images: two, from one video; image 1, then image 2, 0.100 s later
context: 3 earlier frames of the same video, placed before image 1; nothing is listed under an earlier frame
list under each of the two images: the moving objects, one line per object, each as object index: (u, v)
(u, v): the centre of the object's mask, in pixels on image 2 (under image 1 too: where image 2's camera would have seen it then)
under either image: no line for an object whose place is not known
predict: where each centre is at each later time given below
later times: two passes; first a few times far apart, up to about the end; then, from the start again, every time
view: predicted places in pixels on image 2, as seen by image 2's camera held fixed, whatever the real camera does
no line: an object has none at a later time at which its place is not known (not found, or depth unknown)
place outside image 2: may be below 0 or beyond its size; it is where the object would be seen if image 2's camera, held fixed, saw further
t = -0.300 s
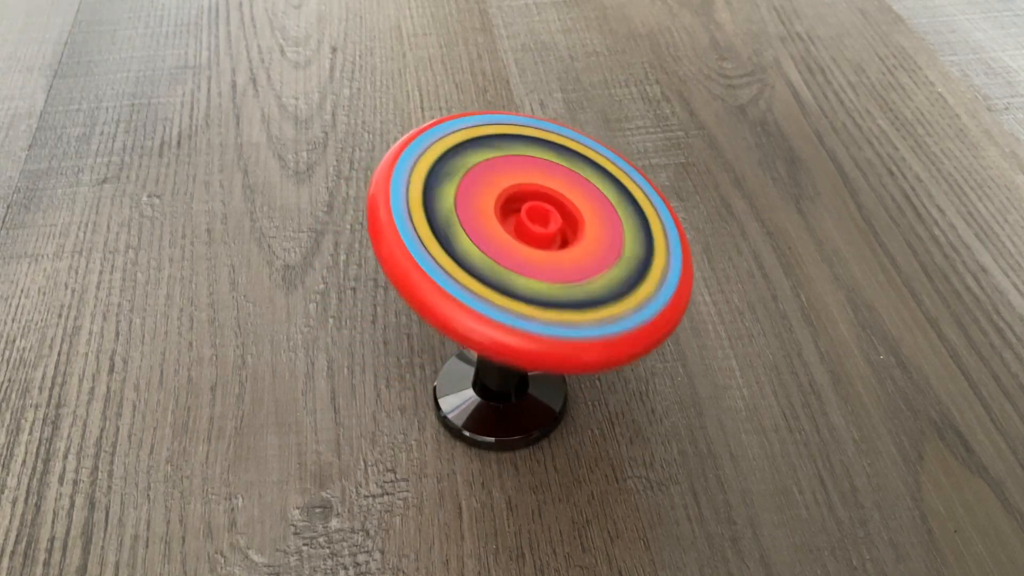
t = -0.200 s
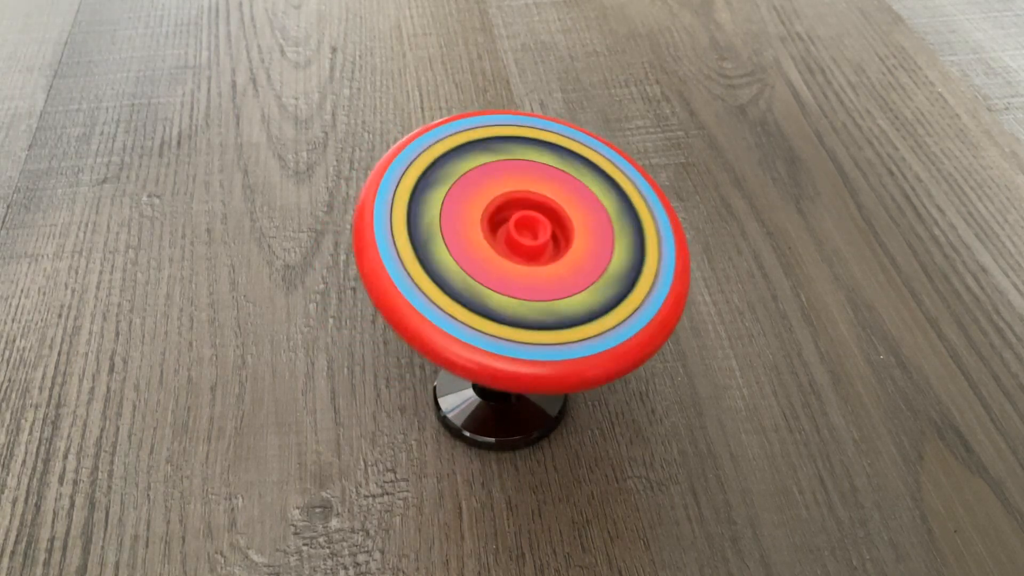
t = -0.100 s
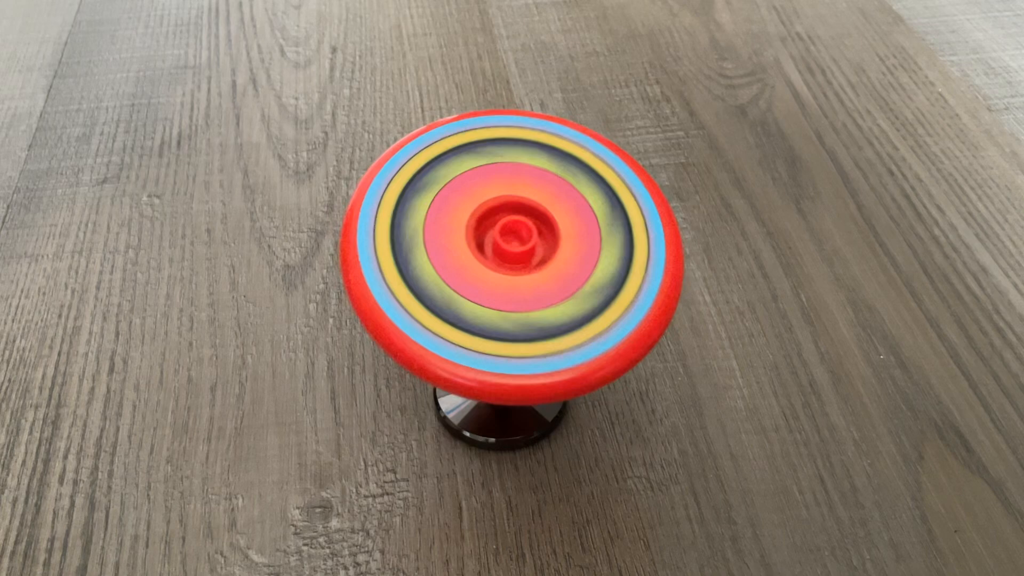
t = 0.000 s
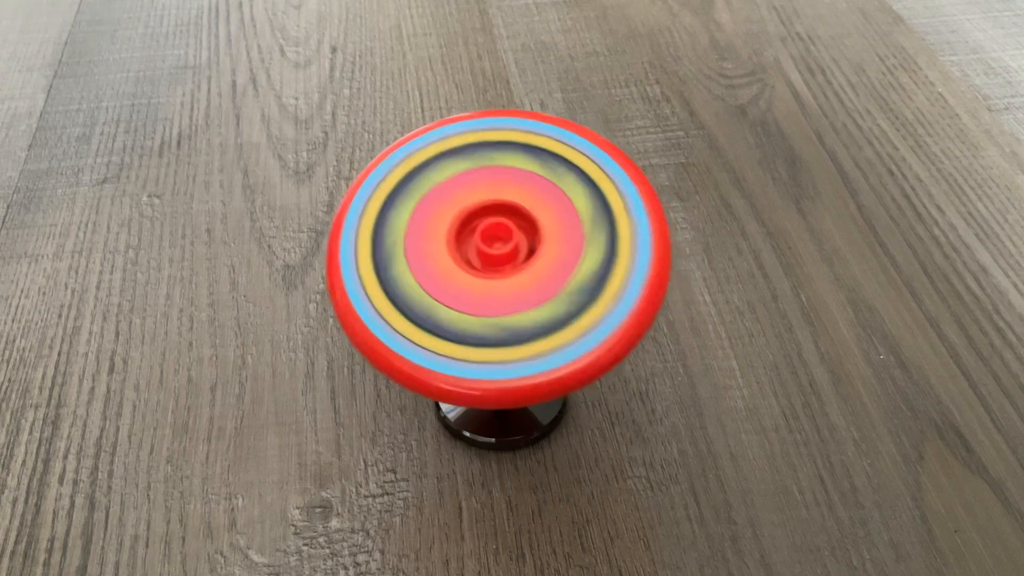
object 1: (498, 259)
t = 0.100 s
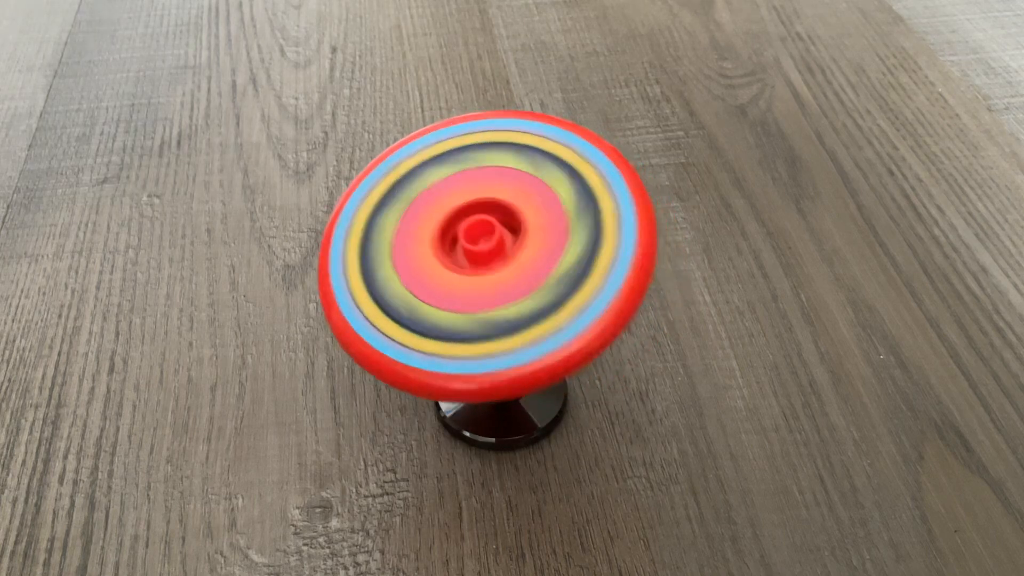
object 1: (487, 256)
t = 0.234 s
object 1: (474, 247)
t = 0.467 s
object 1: (476, 224)
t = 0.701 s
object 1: (504, 216)
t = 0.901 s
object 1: (527, 228)
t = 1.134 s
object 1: (522, 254)
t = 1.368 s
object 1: (490, 258)
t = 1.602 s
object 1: (468, 235)
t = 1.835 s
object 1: (489, 216)
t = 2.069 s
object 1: (523, 224)
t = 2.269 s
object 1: (528, 249)
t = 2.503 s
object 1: (493, 259)
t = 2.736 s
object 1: (470, 236)
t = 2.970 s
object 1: (497, 215)
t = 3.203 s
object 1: (530, 231)
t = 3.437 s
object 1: (509, 261)
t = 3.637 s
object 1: (476, 250)
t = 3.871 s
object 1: (479, 219)
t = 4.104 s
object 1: (528, 223)
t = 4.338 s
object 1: (515, 261)
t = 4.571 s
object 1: (471, 246)
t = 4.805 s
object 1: (493, 216)
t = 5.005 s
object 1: (534, 234)
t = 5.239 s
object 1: (495, 265)
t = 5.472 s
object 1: (468, 223)
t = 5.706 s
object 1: (535, 223)
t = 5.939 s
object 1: (499, 268)
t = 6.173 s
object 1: (468, 222)
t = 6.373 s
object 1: (538, 226)
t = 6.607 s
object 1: (483, 271)
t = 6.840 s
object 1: (493, 219)
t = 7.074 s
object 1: (529, 270)
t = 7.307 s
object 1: (452, 229)
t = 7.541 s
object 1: (554, 247)
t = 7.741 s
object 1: (458, 267)
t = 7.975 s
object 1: (529, 226)
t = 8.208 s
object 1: (485, 288)
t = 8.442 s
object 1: (494, 220)
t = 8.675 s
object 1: (536, 285)
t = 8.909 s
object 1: (342, 357)
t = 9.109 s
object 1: (147, 346)
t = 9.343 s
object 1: (144, 315)
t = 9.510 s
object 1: (163, 307)
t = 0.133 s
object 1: (483, 254)
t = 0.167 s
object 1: (480, 253)
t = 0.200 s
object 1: (477, 251)
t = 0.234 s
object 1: (474, 247)
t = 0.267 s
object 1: (473, 243)
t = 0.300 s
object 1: (471, 241)
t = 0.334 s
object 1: (469, 238)
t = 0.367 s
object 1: (468, 233)
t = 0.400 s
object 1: (471, 229)
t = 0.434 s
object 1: (474, 227)
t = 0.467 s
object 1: (476, 224)
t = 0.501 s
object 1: (479, 222)
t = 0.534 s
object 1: (483, 220)
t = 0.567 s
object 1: (486, 218)
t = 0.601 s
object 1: (490, 216)
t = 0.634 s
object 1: (495, 216)
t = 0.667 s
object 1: (500, 215)
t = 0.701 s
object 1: (504, 216)
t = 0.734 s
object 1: (509, 216)
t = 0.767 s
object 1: (515, 218)
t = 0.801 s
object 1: (517, 220)
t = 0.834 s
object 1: (520, 221)
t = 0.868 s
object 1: (524, 225)
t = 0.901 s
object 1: (527, 228)
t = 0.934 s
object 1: (529, 231)
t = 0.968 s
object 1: (530, 235)
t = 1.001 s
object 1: (530, 240)
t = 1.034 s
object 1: (528, 244)
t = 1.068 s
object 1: (526, 247)
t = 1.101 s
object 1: (525, 250)
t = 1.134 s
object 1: (522, 254)
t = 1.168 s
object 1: (516, 257)
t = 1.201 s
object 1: (512, 258)
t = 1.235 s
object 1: (508, 259)
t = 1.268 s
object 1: (504, 260)
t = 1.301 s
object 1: (498, 260)
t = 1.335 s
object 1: (494, 259)
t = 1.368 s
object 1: (490, 258)
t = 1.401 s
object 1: (485, 257)
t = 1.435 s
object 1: (480, 253)
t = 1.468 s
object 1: (477, 250)
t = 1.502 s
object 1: (475, 248)
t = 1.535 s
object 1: (470, 245)
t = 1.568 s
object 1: (467, 240)
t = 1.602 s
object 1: (468, 235)
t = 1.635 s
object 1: (470, 232)
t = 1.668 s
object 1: (472, 228)
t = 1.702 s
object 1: (474, 225)
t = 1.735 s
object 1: (477, 222)
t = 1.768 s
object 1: (481, 220)
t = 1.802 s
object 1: (484, 218)
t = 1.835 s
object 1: (489, 216)
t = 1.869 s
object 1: (496, 215)
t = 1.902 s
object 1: (501, 215)
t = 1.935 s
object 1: (506, 216)
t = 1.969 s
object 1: (511, 216)
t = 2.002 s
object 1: (517, 218)
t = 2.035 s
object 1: (520, 221)
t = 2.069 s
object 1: (523, 224)
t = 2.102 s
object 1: (526, 227)
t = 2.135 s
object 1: (530, 232)
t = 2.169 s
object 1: (530, 236)
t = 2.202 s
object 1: (529, 241)
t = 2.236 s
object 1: (529, 244)
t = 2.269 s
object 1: (528, 249)
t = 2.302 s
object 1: (524, 254)
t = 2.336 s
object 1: (518, 256)
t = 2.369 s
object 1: (513, 258)
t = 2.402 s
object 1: (509, 260)
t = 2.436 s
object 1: (504, 260)
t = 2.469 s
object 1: (498, 260)
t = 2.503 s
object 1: (493, 259)
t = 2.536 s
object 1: (489, 258)
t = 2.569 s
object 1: (483, 256)
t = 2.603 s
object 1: (478, 252)
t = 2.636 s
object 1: (474, 248)
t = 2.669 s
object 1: (473, 245)
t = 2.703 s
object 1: (472, 240)
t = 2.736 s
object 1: (470, 236)
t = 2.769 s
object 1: (471, 231)
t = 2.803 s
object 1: (473, 227)
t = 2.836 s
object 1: (474, 223)
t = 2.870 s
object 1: (477, 220)
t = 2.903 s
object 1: (483, 218)
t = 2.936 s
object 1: (490, 215)
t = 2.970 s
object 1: (497, 215)
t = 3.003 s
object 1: (502, 215)
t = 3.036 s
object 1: (508, 216)
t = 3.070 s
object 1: (515, 216)
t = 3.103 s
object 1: (520, 219)
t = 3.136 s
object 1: (523, 223)
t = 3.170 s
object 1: (527, 227)
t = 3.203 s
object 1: (530, 231)
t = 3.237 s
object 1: (532, 237)
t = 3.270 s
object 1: (530, 242)
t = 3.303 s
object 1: (528, 246)
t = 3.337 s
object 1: (526, 250)
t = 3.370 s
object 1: (523, 255)
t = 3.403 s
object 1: (517, 259)
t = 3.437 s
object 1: (509, 261)
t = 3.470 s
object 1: (503, 261)
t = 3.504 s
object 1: (498, 261)
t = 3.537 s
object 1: (492, 260)
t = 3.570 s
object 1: (485, 258)
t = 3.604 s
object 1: (479, 254)
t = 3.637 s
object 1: (476, 250)
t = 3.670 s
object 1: (474, 246)
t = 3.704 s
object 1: (471, 242)
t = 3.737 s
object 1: (469, 236)
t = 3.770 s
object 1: (470, 230)
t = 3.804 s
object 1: (472, 225)
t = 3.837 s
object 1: (475, 222)
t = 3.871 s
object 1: (479, 219)
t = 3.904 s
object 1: (486, 217)
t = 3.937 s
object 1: (494, 216)
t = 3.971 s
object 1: (502, 215)
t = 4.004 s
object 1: (508, 215)
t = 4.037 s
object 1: (515, 217)
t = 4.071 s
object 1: (522, 219)
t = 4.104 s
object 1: (528, 223)
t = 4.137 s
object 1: (530, 230)
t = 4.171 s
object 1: (532, 235)
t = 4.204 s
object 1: (532, 240)
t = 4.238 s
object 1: (531, 246)
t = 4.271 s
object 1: (528, 253)
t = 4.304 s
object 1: (522, 258)
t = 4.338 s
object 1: (515, 261)
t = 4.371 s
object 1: (508, 262)
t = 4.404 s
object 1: (501, 262)
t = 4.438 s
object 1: (494, 262)
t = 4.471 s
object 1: (486, 260)
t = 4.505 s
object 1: (479, 256)
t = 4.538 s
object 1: (475, 251)
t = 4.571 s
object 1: (471, 246)
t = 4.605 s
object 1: (469, 240)
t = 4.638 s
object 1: (467, 234)
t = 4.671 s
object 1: (468, 227)
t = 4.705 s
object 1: (472, 221)
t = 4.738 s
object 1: (478, 218)
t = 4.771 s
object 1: (485, 217)
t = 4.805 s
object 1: (493, 216)
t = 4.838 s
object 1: (503, 215)
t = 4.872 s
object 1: (514, 216)
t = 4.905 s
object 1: (523, 217)
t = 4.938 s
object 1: (528, 222)
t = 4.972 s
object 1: (531, 227)
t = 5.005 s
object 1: (534, 234)
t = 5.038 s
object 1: (536, 241)
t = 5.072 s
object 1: (533, 249)
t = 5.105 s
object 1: (528, 256)
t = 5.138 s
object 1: (521, 260)
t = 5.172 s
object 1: (513, 263)
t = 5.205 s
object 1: (505, 265)
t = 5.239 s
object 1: (495, 265)
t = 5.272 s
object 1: (485, 263)
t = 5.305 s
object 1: (477, 258)
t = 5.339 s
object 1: (471, 251)
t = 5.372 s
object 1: (467, 245)
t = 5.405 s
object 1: (465, 238)
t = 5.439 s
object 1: (466, 230)
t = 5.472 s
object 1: (468, 223)
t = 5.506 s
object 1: (475, 219)
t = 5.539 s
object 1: (484, 218)
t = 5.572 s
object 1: (495, 217)
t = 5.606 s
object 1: (505, 216)
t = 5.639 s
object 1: (515, 216)
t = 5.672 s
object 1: (526, 218)
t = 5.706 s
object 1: (535, 223)
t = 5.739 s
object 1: (540, 233)
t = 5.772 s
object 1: (539, 243)
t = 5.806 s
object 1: (535, 252)
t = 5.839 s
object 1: (528, 258)
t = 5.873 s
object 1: (520, 263)
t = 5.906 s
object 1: (510, 267)
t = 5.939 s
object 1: (499, 268)
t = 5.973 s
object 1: (487, 267)
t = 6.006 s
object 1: (476, 262)
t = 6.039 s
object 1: (467, 254)
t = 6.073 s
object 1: (461, 246)
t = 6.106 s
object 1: (458, 237)
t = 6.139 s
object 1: (460, 227)
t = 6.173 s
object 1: (468, 222)
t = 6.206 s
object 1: (480, 219)
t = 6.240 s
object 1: (494, 217)
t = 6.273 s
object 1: (508, 217)
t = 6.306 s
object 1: (520, 219)
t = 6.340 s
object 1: (531, 221)
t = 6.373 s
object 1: (538, 226)
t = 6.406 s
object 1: (542, 237)
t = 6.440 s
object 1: (540, 249)
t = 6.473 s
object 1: (534, 260)
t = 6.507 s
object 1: (524, 267)
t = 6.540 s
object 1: (511, 272)
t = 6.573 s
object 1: (497, 273)
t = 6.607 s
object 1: (483, 271)
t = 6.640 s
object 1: (470, 265)
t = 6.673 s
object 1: (459, 254)
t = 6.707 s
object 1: (451, 242)
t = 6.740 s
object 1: (453, 229)
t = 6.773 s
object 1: (464, 223)
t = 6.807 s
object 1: (478, 220)
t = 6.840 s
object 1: (493, 219)
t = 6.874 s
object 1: (508, 219)
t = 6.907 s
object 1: (523, 220)
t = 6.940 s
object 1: (537, 223)
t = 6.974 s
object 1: (547, 231)
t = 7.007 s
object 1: (547, 246)
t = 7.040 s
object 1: (541, 261)
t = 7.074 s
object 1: (529, 270)
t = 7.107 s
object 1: (514, 276)
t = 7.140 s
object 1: (498, 277)
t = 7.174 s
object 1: (482, 275)
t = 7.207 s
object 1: (467, 268)
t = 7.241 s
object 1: (454, 255)
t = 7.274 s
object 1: (447, 242)
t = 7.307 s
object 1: (452, 229)
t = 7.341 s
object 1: (467, 224)
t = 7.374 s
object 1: (483, 224)
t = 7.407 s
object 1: (502, 222)
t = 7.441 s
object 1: (519, 222)
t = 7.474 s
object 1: (537, 225)
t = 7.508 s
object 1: (550, 232)
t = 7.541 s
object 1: (554, 247)
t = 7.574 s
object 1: (546, 266)
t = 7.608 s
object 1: (530, 278)
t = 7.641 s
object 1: (512, 283)
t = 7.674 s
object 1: (493, 283)
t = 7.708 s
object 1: (474, 276)
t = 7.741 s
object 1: (458, 267)
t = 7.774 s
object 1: (448, 251)
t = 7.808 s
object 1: (446, 236)
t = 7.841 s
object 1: (457, 228)
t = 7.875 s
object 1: (469, 229)
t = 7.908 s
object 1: (488, 221)
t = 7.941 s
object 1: (510, 220)
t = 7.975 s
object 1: (529, 226)
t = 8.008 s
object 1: (546, 230)
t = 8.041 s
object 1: (553, 239)
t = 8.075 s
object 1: (551, 258)
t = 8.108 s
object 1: (542, 271)
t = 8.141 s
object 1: (526, 282)
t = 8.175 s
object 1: (506, 288)
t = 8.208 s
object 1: (485, 288)
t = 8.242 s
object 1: (464, 282)
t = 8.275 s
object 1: (446, 268)
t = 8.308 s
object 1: (437, 249)
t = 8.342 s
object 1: (445, 235)
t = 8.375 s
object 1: (461, 229)
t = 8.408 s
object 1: (475, 225)
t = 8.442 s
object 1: (494, 220)
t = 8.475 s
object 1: (512, 222)
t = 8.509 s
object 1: (528, 227)
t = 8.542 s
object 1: (544, 229)
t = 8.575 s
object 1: (557, 238)
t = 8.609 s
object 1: (558, 255)
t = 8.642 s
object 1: (552, 271)
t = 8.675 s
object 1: (536, 285)
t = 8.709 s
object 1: (517, 295)
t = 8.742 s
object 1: (494, 300)
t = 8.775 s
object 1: (469, 300)
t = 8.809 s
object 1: (438, 293)
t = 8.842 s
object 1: (411, 298)
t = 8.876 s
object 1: (389, 341)
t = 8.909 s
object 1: (342, 357)
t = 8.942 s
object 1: (290, 355)
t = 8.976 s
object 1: (244, 352)
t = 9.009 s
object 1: (206, 350)
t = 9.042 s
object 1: (177, 349)
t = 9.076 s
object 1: (158, 348)
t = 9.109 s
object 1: (147, 346)
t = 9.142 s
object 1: (140, 342)
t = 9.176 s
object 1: (135, 337)
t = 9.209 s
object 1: (133, 331)
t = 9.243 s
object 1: (132, 325)
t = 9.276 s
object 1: (135, 320)
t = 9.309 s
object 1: (140, 317)
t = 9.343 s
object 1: (144, 315)
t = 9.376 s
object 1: (149, 313)
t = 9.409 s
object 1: (154, 311)
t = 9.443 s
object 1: (159, 309)
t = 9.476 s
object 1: (161, 308)
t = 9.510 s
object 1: (163, 307)
